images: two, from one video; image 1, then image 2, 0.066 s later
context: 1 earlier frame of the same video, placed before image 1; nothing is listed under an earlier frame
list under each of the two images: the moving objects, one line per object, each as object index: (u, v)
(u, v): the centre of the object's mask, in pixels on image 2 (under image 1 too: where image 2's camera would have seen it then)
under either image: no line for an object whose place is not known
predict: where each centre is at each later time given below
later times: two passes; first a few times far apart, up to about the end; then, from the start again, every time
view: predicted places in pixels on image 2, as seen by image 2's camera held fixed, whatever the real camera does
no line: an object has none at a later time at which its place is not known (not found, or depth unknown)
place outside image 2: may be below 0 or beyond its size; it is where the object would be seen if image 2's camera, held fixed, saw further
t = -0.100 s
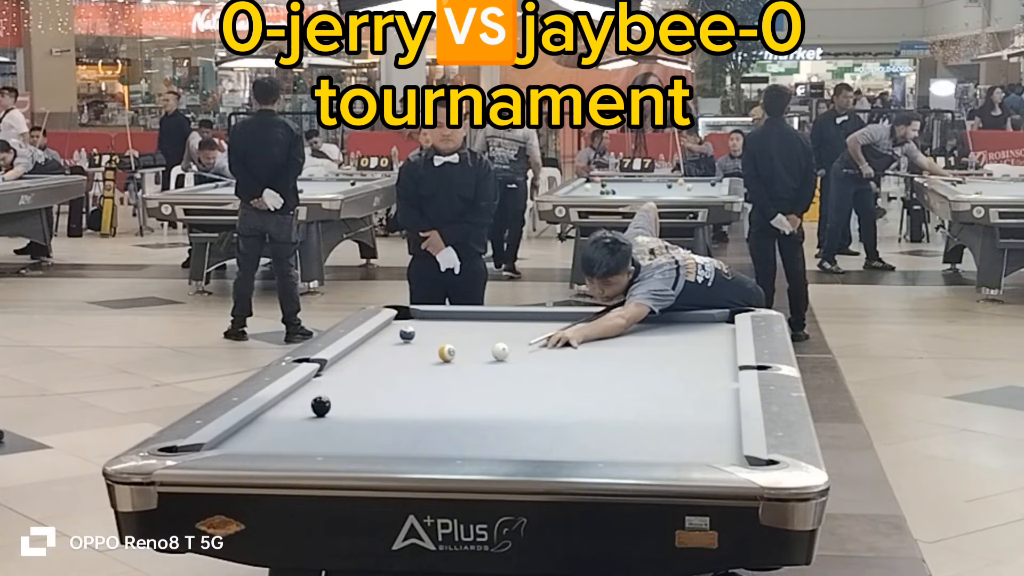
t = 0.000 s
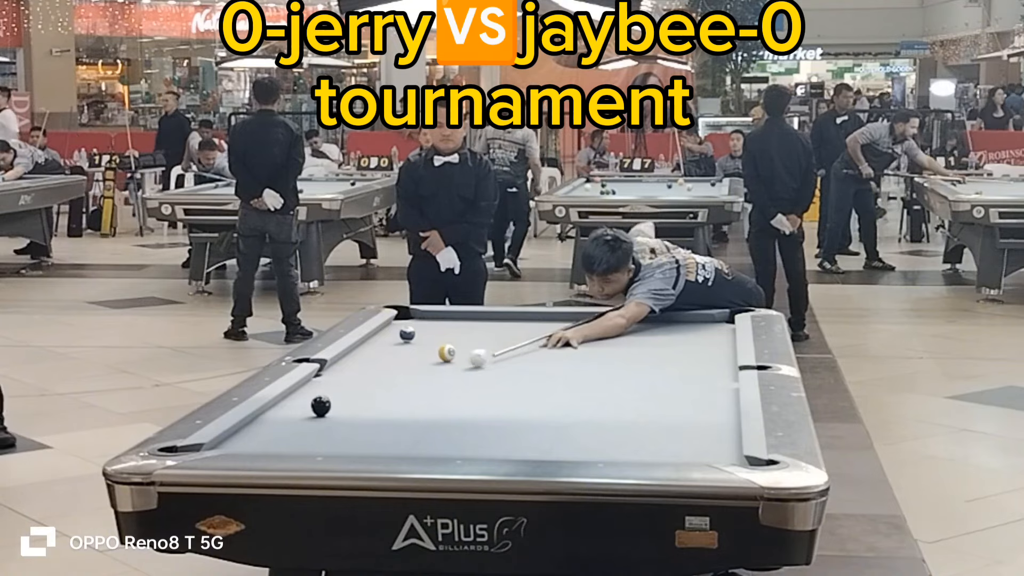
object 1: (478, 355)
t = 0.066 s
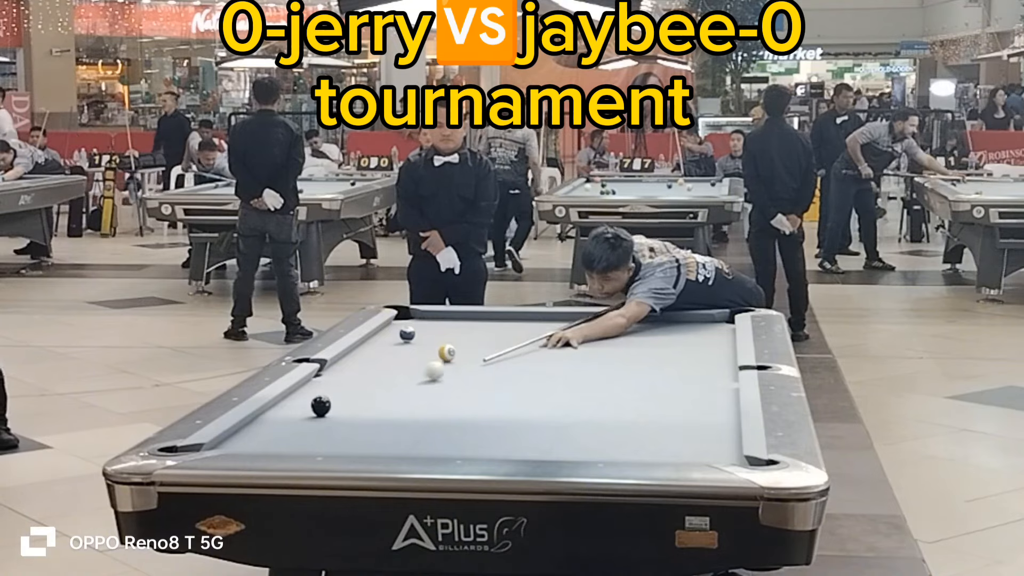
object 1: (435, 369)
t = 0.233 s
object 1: (326, 401)
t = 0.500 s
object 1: (282, 402)
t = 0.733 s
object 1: (302, 401)
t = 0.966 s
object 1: (320, 400)
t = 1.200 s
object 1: (336, 399)
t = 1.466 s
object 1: (353, 398)
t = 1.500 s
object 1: (355, 398)
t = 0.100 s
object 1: (412, 377)
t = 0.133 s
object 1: (389, 383)
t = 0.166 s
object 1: (365, 390)
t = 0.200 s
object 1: (341, 398)
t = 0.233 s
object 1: (326, 401)
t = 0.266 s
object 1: (319, 401)
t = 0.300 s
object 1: (313, 402)
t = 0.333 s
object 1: (307, 402)
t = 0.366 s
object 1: (301, 401)
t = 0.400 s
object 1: (296, 402)
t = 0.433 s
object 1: (290, 402)
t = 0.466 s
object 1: (285, 402)
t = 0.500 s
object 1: (282, 402)
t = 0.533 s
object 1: (285, 401)
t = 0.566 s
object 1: (288, 401)
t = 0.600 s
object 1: (291, 401)
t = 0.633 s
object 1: (294, 401)
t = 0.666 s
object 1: (296, 401)
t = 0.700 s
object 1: (299, 401)
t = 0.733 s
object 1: (302, 401)
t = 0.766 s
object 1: (304, 400)
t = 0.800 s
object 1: (307, 401)
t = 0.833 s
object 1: (310, 400)
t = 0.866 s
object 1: (312, 400)
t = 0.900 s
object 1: (315, 400)
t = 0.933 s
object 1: (317, 400)
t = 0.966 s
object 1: (320, 400)
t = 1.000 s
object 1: (322, 400)
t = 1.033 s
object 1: (325, 399)
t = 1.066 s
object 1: (327, 399)
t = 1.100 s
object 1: (329, 399)
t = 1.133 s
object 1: (332, 399)
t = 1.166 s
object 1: (334, 399)
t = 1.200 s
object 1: (336, 399)
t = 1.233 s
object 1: (339, 399)
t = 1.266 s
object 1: (341, 399)
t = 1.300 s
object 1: (343, 398)
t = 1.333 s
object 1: (345, 398)
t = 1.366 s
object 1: (347, 398)
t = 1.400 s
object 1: (349, 399)
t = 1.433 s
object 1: (351, 398)
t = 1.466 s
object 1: (353, 398)
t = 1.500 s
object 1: (355, 398)
